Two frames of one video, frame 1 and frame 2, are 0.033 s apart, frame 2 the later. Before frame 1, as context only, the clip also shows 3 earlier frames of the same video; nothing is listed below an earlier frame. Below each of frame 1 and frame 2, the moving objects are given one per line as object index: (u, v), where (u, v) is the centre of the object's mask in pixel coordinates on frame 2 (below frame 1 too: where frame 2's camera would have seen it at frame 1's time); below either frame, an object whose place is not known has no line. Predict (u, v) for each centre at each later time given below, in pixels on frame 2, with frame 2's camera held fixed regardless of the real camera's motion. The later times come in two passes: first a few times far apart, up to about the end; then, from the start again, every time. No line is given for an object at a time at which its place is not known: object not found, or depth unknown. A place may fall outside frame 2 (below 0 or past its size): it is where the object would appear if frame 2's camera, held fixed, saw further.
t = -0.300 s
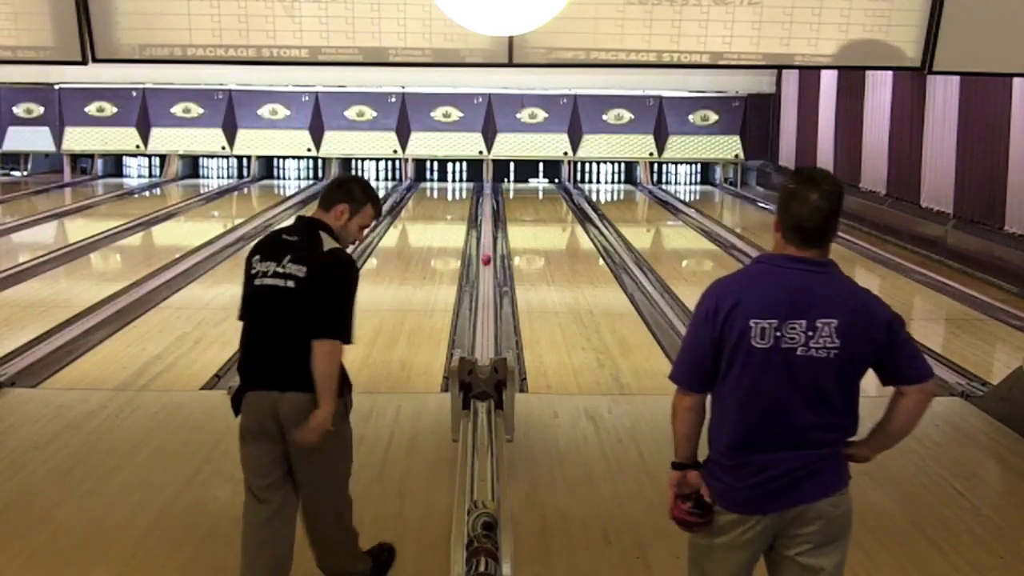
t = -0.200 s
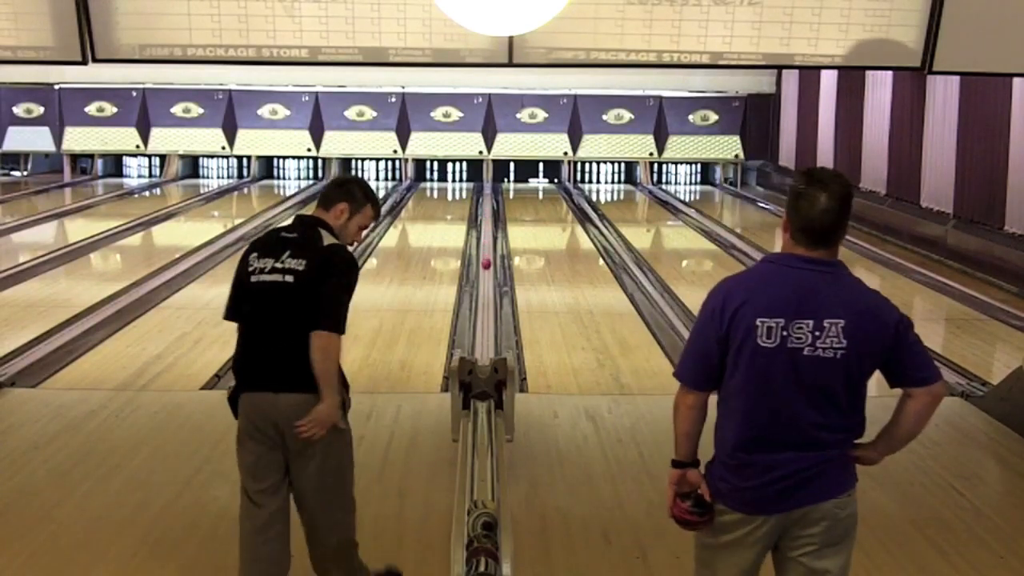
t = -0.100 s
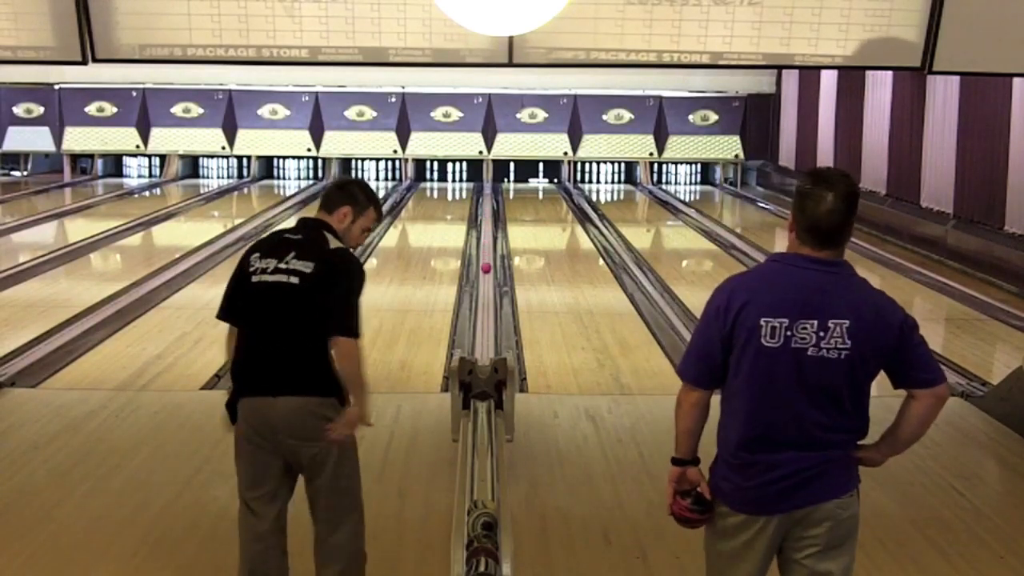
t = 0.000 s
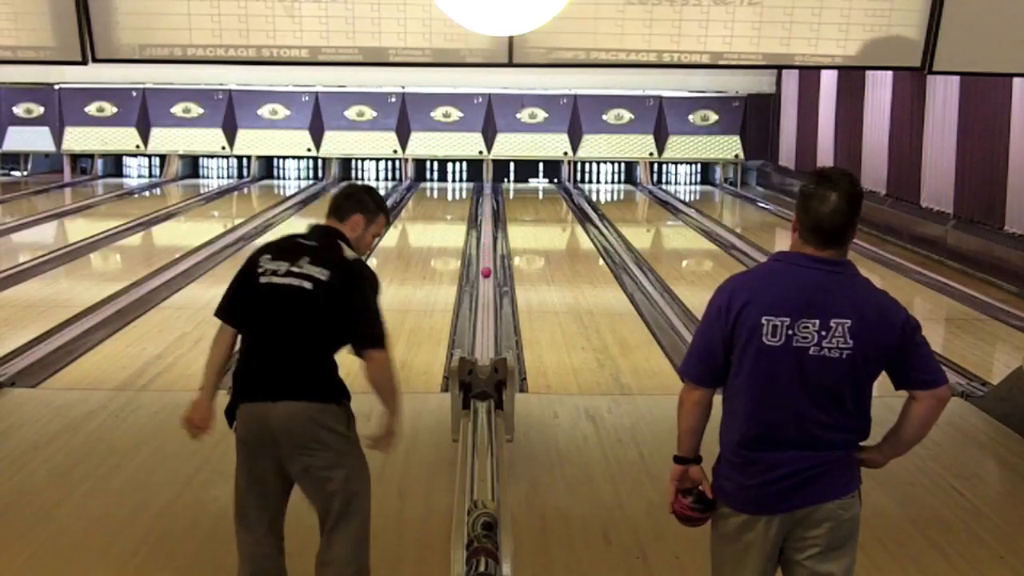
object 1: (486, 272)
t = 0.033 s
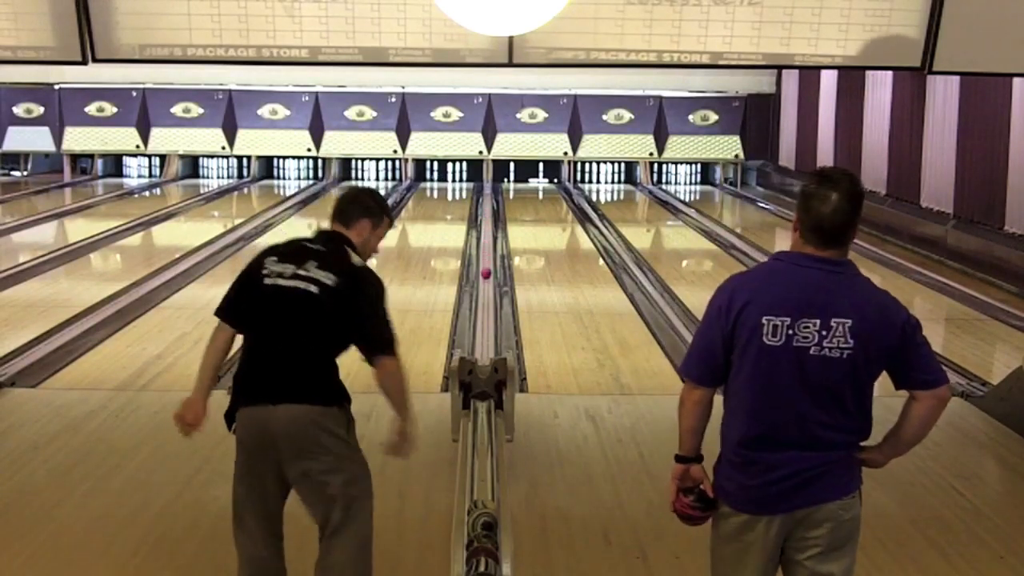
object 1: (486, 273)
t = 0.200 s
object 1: (486, 281)
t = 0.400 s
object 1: (486, 290)
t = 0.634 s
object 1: (486, 303)
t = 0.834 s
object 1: (485, 315)
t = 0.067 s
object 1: (486, 274)
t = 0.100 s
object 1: (486, 276)
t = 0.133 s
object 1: (486, 277)
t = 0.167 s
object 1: (486, 279)
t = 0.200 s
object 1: (486, 281)
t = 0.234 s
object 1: (486, 281)
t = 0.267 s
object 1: (486, 283)
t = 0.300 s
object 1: (486, 285)
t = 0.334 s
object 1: (486, 287)
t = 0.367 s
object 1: (486, 288)
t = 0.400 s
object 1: (486, 290)
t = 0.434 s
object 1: (485, 292)
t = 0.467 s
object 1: (486, 294)
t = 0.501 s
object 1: (486, 295)
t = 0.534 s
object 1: (486, 297)
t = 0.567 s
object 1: (485, 299)
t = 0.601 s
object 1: (485, 301)
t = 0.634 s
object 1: (486, 303)
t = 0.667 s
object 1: (485, 305)
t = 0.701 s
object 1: (485, 306)
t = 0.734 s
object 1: (485, 309)
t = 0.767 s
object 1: (485, 311)
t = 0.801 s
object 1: (485, 313)
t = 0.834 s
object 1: (485, 315)
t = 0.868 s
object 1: (485, 317)
